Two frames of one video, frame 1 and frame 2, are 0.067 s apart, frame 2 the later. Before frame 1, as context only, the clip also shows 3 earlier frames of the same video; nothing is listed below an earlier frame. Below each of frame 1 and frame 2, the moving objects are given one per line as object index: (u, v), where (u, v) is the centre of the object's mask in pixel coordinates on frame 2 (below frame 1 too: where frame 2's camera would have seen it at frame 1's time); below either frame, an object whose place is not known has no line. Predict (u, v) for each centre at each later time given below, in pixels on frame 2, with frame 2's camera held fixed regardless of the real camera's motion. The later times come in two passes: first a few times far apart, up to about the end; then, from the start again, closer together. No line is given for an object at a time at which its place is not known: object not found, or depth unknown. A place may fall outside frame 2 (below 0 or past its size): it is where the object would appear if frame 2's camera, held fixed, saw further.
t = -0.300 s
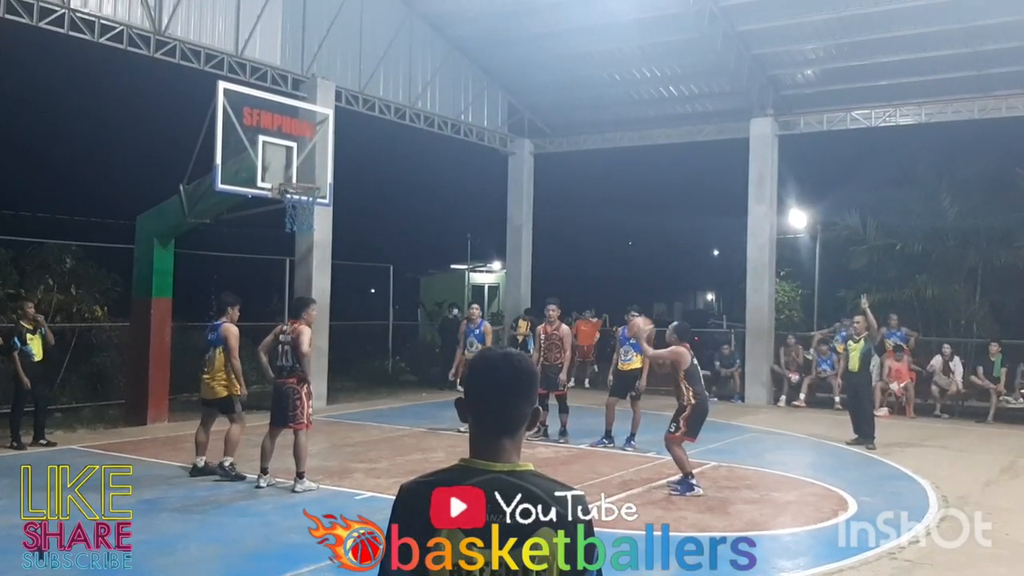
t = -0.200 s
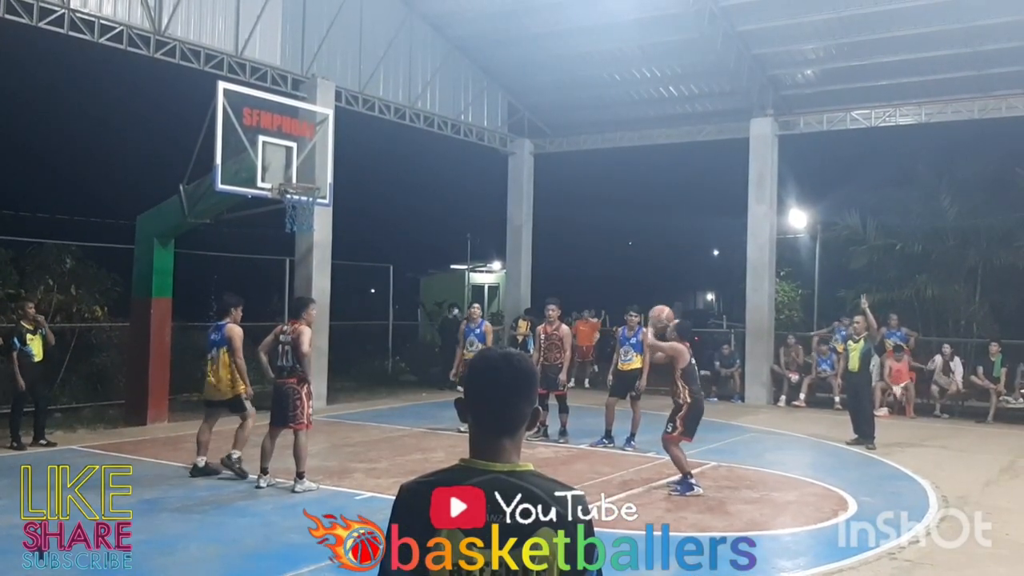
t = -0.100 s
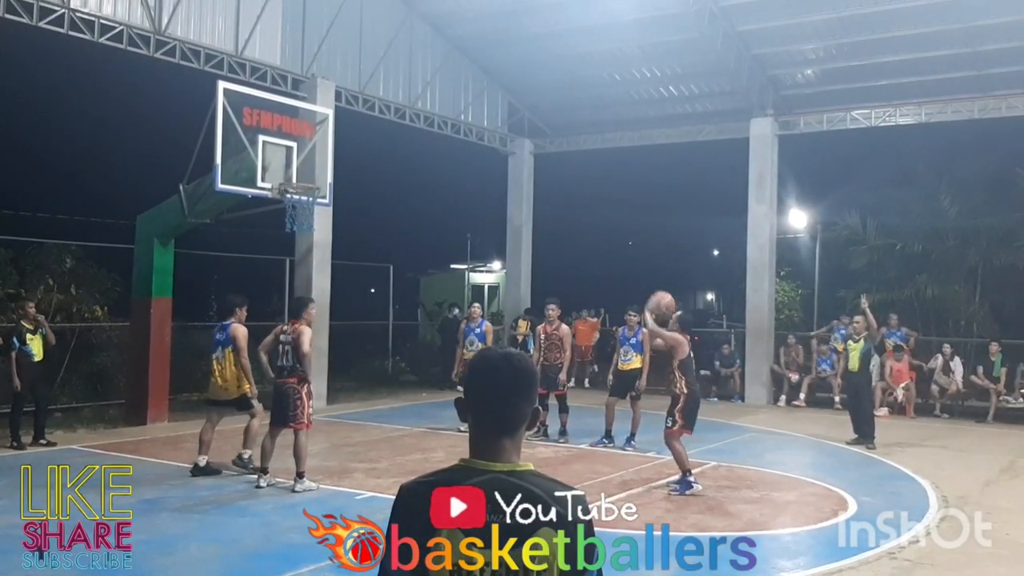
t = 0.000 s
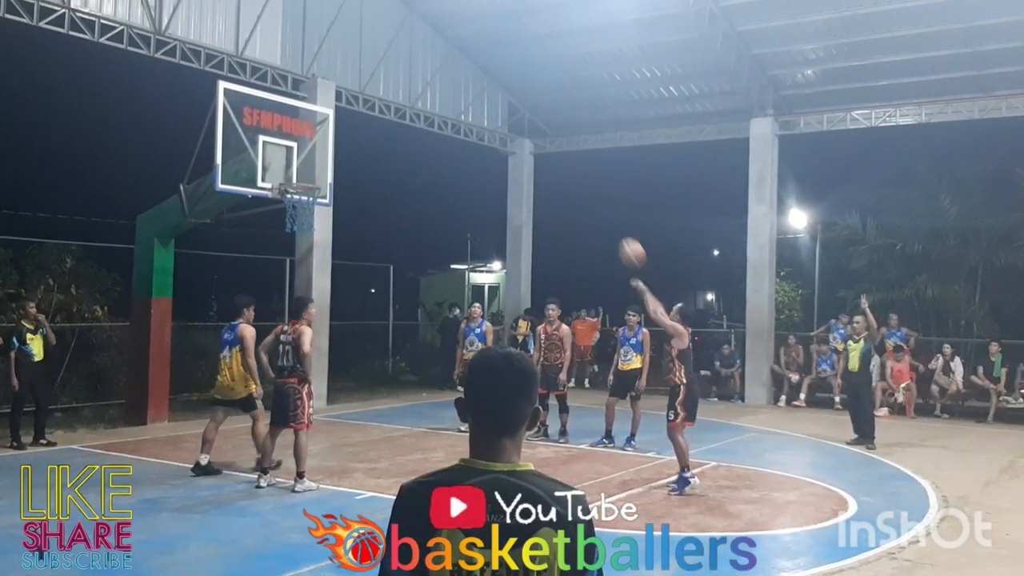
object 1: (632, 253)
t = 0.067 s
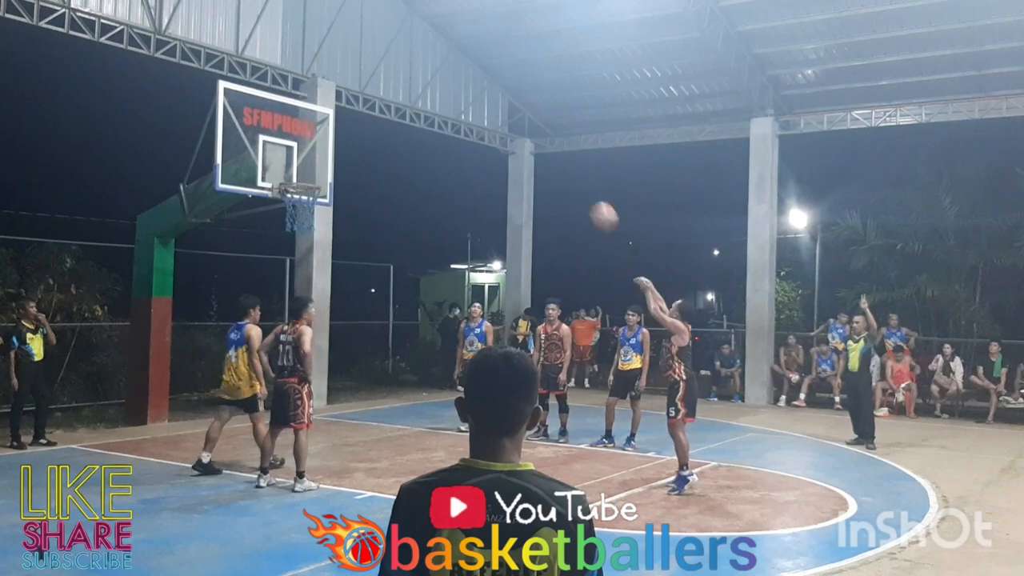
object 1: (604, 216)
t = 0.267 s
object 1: (527, 137)
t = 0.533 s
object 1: (434, 99)
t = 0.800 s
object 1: (351, 123)
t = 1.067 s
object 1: (299, 195)
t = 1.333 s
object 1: (322, 228)
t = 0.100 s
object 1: (591, 200)
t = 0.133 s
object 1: (578, 185)
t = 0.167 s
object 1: (564, 172)
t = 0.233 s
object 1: (540, 147)
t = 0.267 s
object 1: (527, 137)
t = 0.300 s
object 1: (516, 128)
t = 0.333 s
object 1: (502, 120)
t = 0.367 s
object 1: (491, 114)
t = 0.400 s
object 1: (480, 106)
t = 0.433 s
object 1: (468, 104)
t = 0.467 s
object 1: (456, 102)
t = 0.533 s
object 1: (434, 99)
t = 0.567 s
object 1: (424, 98)
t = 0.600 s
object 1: (413, 98)
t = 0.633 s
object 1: (403, 99)
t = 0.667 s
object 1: (392, 104)
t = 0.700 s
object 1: (382, 107)
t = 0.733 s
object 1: (372, 112)
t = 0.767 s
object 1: (361, 117)
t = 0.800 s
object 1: (351, 123)
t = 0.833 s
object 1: (341, 130)
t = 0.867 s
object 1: (331, 139)
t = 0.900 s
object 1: (321, 149)
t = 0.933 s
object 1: (313, 157)
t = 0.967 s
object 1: (304, 168)
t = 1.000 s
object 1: (295, 178)
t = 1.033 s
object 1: (295, 186)
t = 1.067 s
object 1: (299, 195)
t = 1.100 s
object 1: (302, 199)
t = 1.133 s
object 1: (307, 203)
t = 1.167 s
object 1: (314, 207)
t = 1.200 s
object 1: (315, 209)
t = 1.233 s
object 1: (318, 213)
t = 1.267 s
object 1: (320, 217)
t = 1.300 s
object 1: (320, 222)
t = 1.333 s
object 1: (322, 228)
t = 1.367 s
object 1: (324, 235)
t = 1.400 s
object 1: (326, 243)
